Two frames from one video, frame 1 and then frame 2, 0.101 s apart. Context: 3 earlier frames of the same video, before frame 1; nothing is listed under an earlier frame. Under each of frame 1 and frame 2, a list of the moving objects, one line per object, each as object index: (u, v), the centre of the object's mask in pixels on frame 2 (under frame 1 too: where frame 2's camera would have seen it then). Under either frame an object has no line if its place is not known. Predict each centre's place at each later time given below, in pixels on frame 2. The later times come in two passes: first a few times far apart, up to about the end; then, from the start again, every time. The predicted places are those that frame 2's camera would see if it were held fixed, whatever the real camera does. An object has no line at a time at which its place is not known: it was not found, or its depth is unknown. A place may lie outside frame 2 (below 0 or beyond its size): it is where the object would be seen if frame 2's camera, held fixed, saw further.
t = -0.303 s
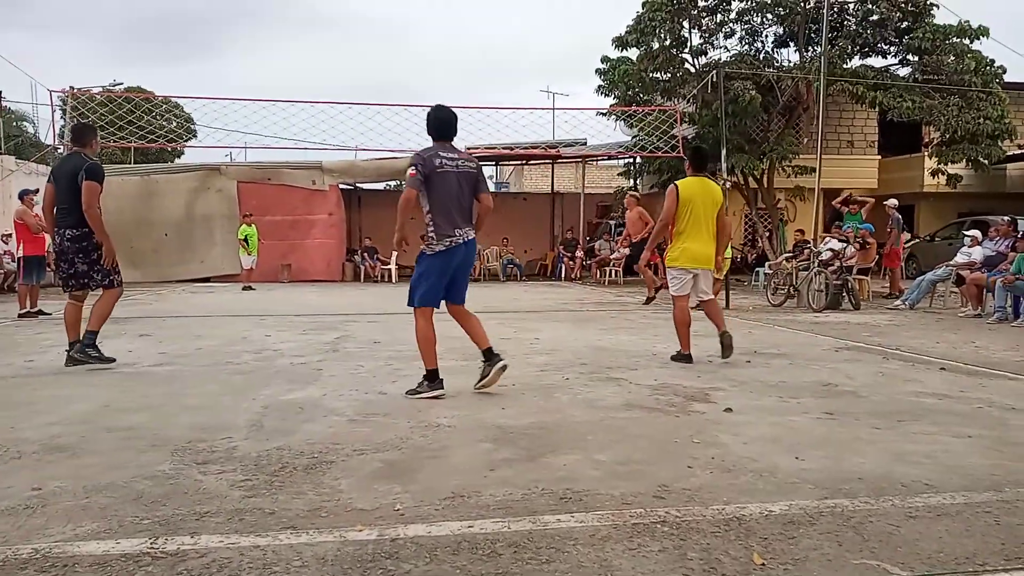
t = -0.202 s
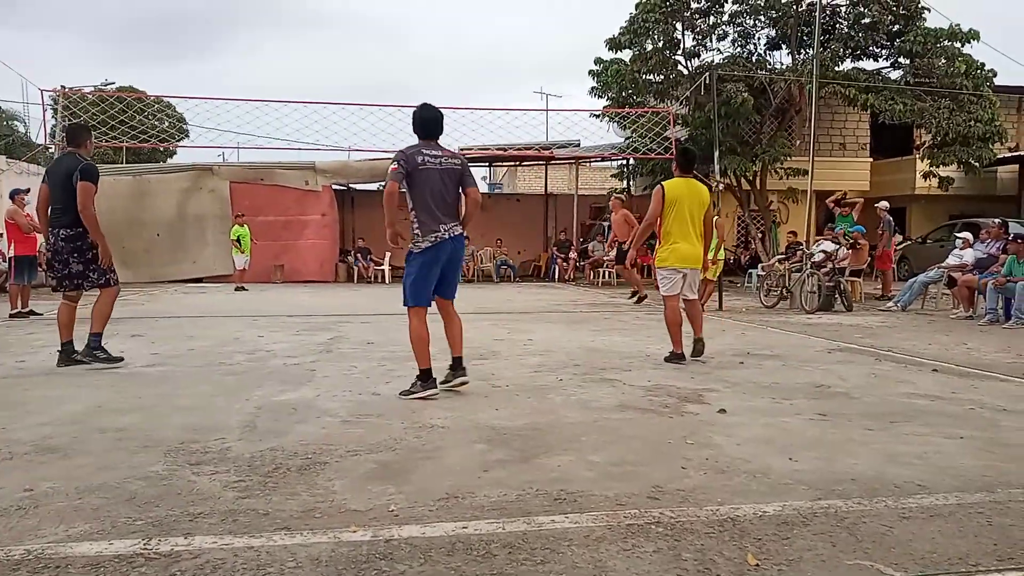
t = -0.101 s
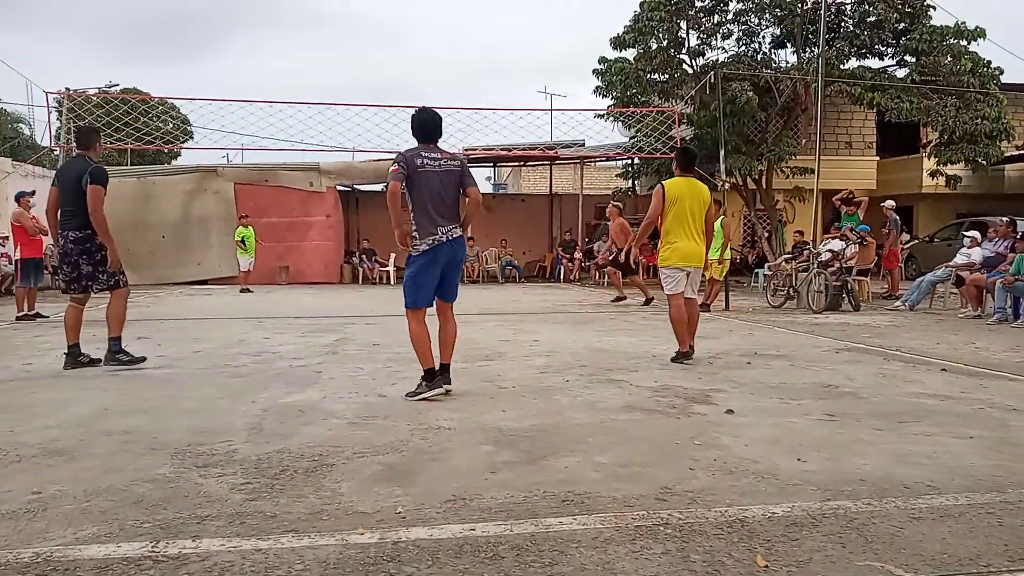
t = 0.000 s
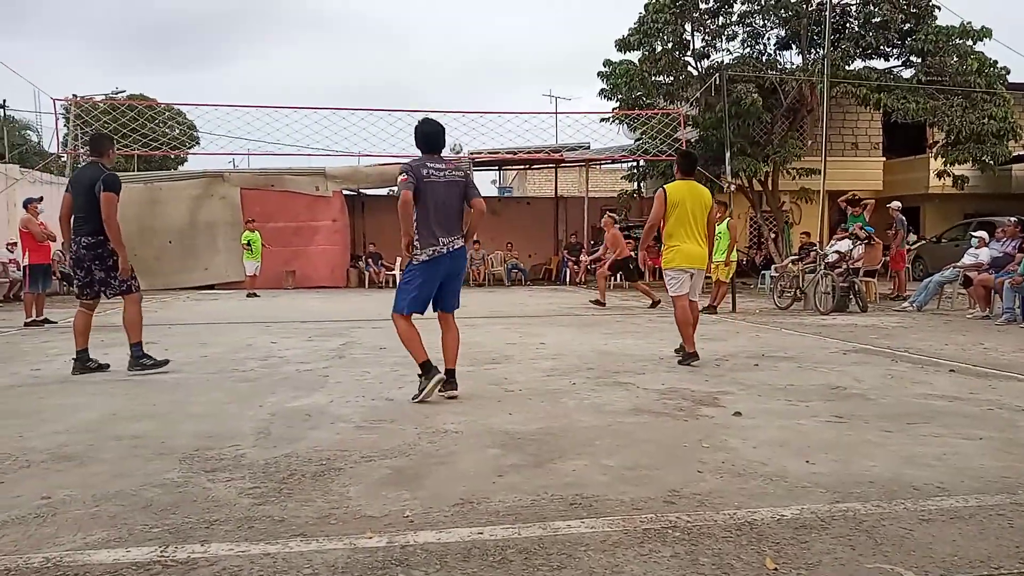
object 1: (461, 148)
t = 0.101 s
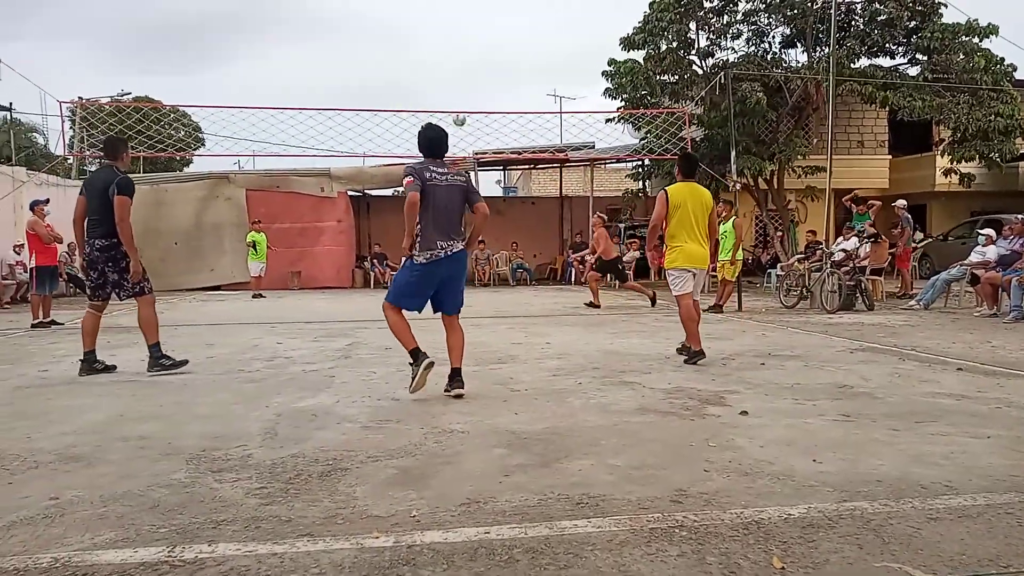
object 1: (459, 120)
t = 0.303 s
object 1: (457, 77)
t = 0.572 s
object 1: (454, 57)
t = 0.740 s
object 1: (452, 68)
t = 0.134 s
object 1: (459, 111)
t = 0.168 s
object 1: (458, 104)
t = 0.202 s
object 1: (457, 96)
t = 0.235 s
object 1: (457, 89)
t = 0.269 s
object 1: (457, 83)
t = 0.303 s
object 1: (457, 77)
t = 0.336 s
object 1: (456, 72)
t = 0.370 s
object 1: (456, 68)
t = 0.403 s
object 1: (455, 65)
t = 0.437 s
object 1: (455, 62)
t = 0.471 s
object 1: (455, 59)
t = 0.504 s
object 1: (455, 58)
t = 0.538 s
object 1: (454, 58)
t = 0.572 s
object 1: (454, 57)
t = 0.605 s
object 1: (454, 58)
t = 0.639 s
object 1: (453, 59)
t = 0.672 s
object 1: (453, 61)
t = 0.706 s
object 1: (453, 64)
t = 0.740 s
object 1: (452, 68)
